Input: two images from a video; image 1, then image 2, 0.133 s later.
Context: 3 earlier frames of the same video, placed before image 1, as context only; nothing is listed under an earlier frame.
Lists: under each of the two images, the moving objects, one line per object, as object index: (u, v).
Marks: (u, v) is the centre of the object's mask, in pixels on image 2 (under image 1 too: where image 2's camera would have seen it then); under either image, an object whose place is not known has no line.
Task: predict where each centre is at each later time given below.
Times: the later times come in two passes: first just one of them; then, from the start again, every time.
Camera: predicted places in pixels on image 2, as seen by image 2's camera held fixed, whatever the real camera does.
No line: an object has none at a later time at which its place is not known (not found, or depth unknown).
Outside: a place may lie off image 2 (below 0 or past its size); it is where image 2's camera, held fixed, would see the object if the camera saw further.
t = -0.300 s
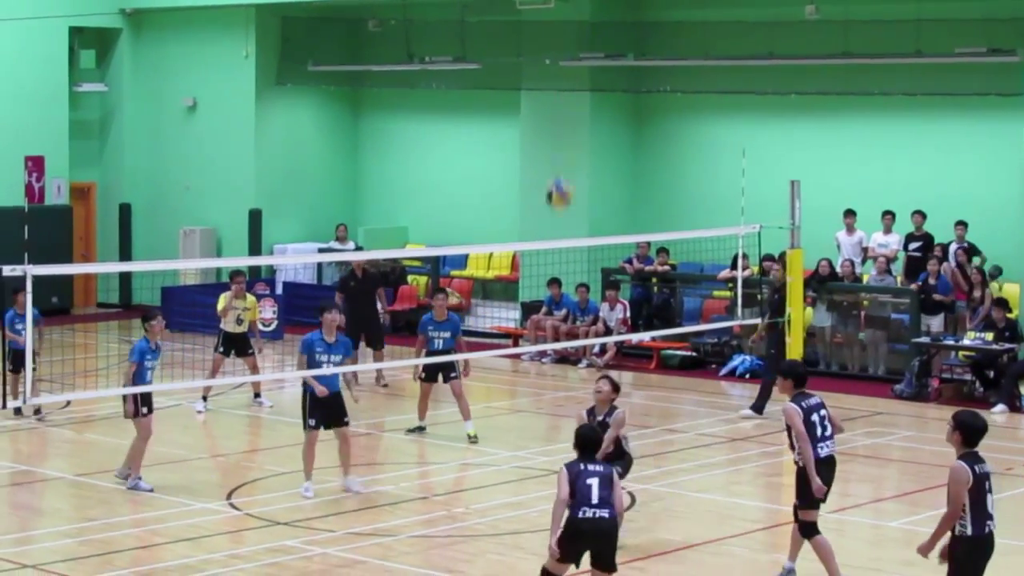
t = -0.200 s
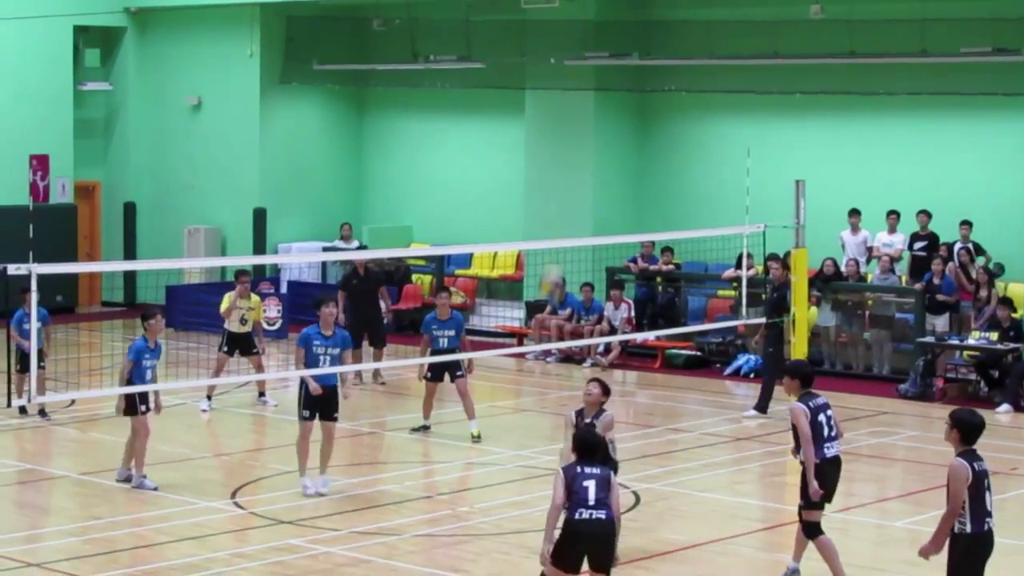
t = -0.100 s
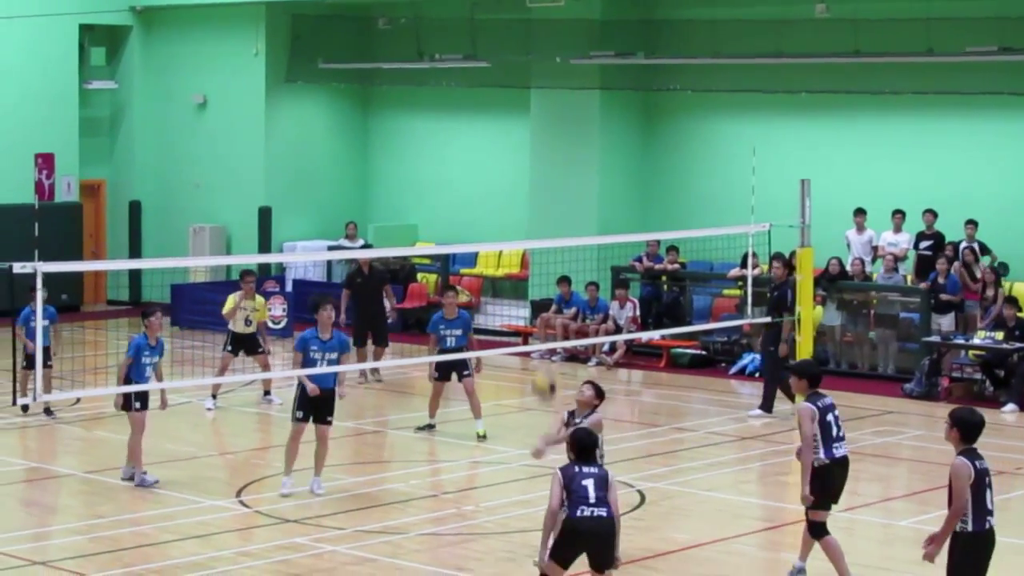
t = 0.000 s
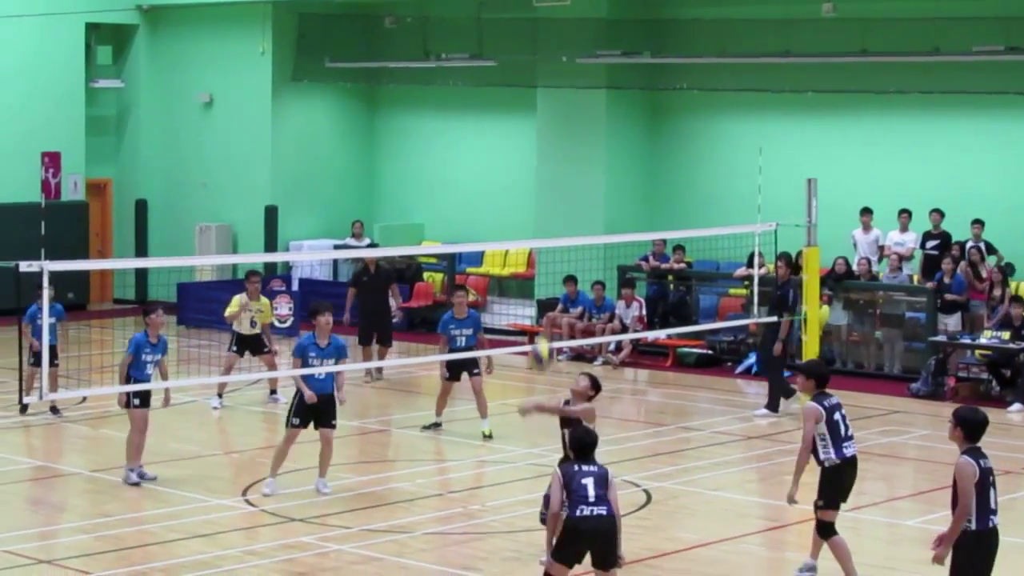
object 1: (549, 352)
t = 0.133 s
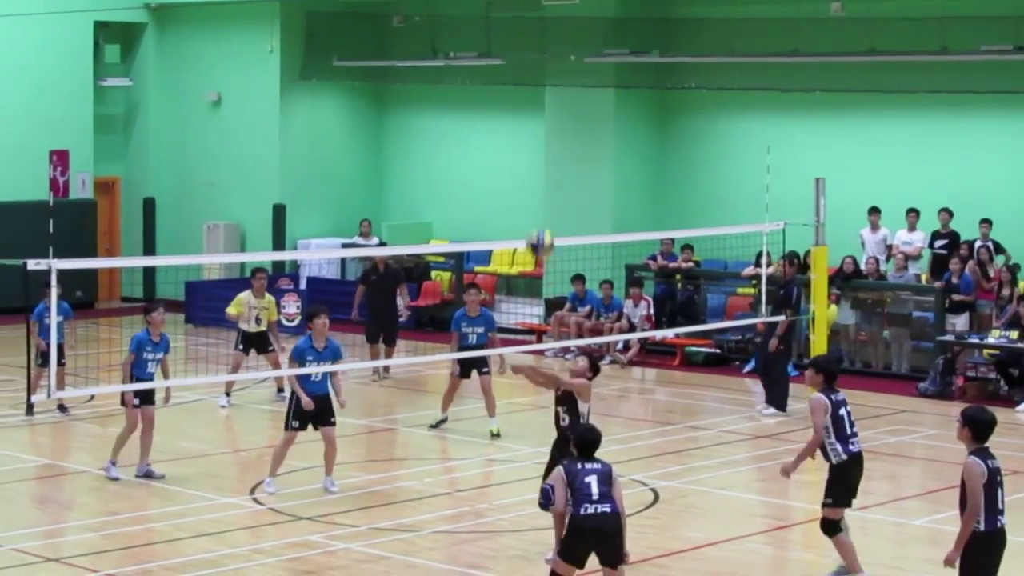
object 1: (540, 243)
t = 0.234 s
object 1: (533, 179)
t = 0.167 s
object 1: (538, 220)
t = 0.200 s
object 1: (536, 198)
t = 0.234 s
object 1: (533, 179)
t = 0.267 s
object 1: (531, 159)
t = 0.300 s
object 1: (528, 141)
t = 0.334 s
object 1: (525, 124)
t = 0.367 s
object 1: (521, 107)
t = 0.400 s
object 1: (518, 94)
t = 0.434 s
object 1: (515, 82)
